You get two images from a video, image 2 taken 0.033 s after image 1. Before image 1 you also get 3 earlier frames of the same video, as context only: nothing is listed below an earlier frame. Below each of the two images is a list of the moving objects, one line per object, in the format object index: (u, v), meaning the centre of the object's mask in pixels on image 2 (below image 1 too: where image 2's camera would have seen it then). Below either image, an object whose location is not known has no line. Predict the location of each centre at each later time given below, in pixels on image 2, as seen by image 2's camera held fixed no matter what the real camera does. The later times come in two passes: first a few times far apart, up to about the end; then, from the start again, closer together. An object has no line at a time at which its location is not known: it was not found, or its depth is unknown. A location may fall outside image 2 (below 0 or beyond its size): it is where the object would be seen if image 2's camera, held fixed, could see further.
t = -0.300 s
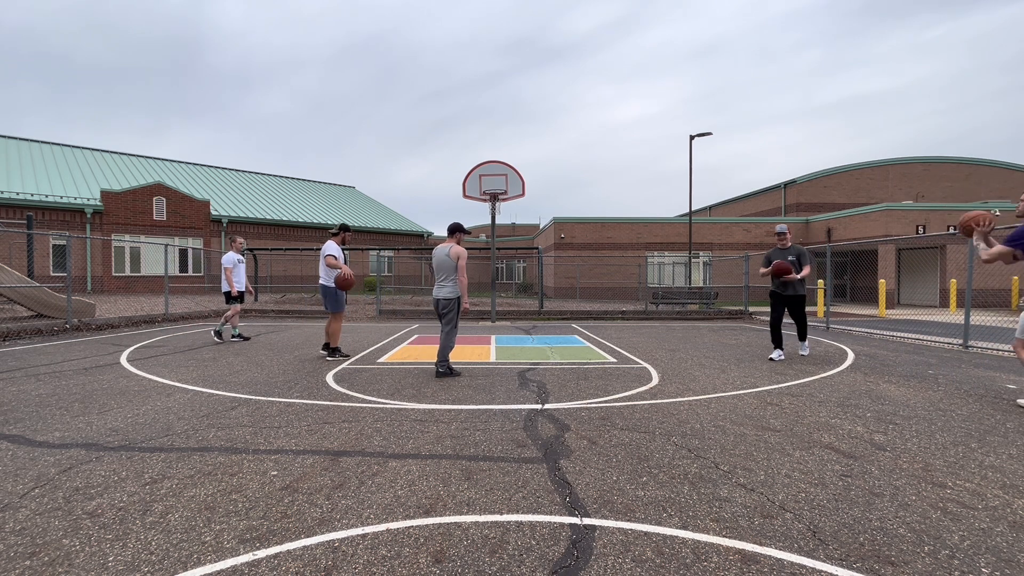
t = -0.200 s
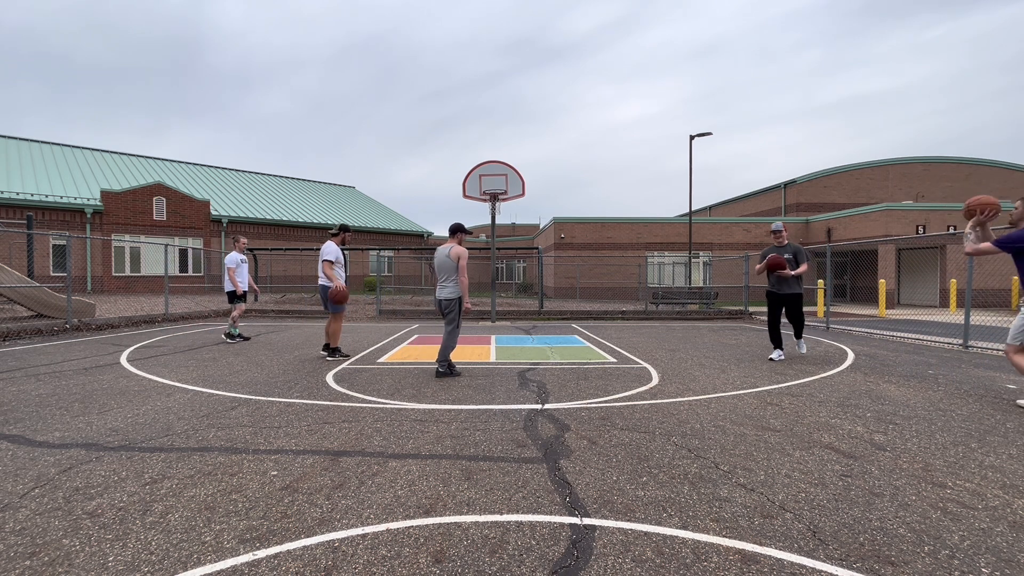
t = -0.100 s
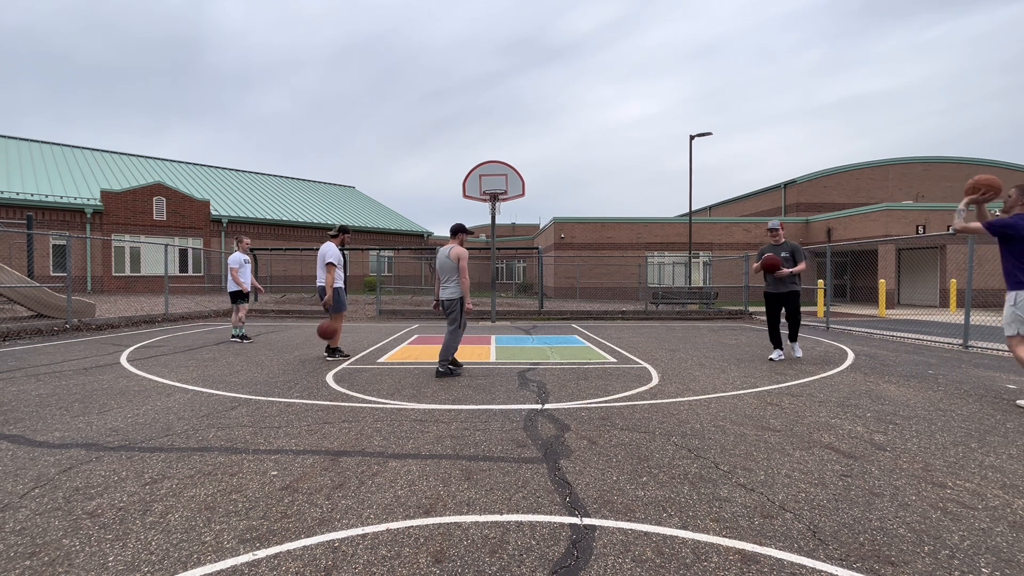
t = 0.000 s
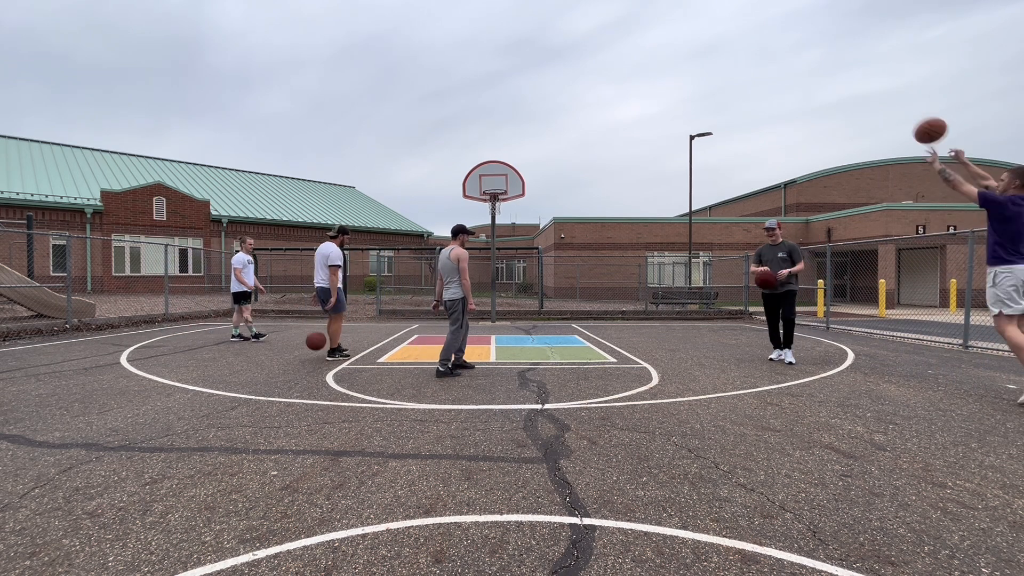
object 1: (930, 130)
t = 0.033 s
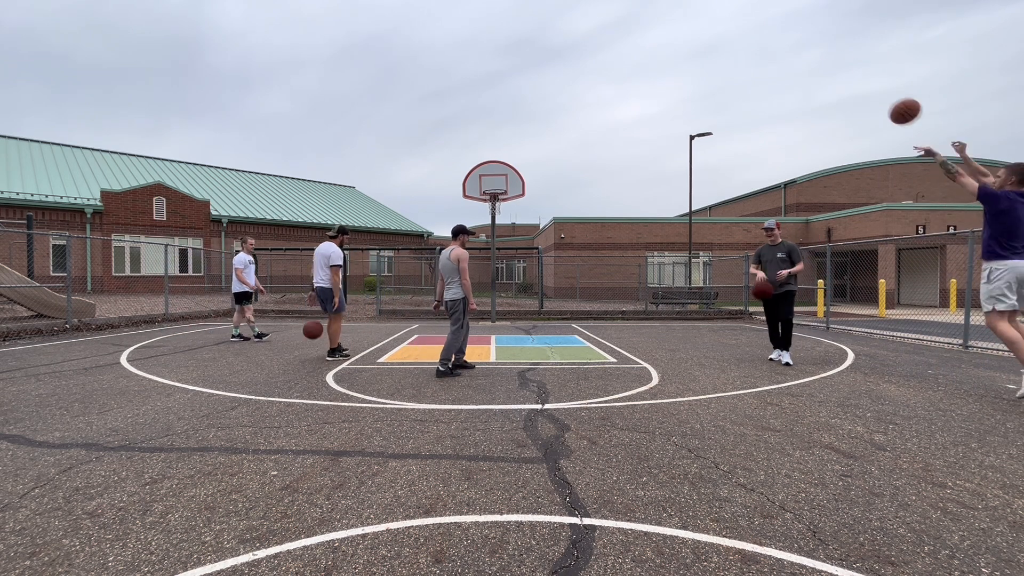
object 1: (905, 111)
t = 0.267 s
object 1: (766, 31)
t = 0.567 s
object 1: (653, 19)
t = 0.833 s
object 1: (585, 55)
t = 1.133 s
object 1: (530, 125)
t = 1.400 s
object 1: (501, 179)
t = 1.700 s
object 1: (507, 137)
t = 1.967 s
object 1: (513, 134)
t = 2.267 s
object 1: (521, 181)
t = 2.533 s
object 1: (530, 275)
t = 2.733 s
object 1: (536, 316)
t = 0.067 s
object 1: (881, 94)
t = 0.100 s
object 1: (859, 79)
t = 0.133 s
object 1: (838, 67)
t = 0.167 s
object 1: (818, 56)
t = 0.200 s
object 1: (800, 46)
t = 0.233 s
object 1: (783, 38)
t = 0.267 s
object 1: (766, 31)
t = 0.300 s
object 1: (751, 26)
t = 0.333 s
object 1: (737, 22)
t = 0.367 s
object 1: (723, 19)
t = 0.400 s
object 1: (710, 17)
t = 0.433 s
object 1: (697, 16)
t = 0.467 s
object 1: (686, 16)
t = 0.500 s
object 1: (675, 16)
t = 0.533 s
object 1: (664, 17)
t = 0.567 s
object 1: (653, 19)
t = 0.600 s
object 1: (644, 22)
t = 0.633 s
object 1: (634, 25)
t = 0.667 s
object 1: (625, 29)
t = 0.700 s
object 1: (617, 33)
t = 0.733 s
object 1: (608, 38)
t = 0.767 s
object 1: (600, 43)
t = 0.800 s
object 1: (593, 49)
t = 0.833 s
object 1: (585, 55)
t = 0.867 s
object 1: (578, 61)
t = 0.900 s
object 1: (572, 68)
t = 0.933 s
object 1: (565, 76)
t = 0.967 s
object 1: (559, 83)
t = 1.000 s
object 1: (553, 91)
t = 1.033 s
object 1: (547, 99)
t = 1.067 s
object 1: (541, 107)
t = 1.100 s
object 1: (535, 116)
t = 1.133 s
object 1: (530, 125)
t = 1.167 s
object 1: (525, 134)
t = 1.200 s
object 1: (520, 143)
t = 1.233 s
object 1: (515, 153)
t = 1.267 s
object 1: (511, 163)
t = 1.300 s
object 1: (506, 173)
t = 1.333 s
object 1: (502, 183)
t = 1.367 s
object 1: (500, 185)
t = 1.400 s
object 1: (501, 179)
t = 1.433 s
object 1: (501, 172)
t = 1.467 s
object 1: (502, 166)
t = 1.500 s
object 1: (503, 160)
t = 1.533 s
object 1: (504, 155)
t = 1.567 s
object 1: (504, 150)
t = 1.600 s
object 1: (505, 146)
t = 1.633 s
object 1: (506, 143)
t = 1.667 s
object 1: (506, 139)
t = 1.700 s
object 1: (507, 137)
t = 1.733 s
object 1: (508, 134)
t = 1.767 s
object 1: (508, 132)
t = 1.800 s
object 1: (509, 131)
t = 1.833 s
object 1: (510, 131)
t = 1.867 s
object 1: (511, 131)
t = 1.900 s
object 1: (511, 131)
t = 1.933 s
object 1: (512, 133)
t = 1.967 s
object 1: (513, 134)
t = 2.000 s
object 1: (514, 137)
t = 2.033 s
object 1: (515, 140)
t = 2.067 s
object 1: (516, 143)
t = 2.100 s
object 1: (517, 148)
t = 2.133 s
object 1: (517, 153)
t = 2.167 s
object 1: (518, 159)
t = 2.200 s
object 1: (519, 166)
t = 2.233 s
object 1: (520, 173)
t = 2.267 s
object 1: (521, 181)
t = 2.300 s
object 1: (522, 190)
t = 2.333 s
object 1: (523, 200)
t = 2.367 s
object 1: (524, 210)
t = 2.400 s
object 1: (525, 222)
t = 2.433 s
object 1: (525, 234)
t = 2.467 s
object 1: (527, 246)
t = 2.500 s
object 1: (528, 259)
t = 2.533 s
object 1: (530, 275)
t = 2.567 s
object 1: (530, 291)
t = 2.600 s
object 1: (531, 308)
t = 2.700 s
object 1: (534, 329)
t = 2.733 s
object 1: (536, 316)
